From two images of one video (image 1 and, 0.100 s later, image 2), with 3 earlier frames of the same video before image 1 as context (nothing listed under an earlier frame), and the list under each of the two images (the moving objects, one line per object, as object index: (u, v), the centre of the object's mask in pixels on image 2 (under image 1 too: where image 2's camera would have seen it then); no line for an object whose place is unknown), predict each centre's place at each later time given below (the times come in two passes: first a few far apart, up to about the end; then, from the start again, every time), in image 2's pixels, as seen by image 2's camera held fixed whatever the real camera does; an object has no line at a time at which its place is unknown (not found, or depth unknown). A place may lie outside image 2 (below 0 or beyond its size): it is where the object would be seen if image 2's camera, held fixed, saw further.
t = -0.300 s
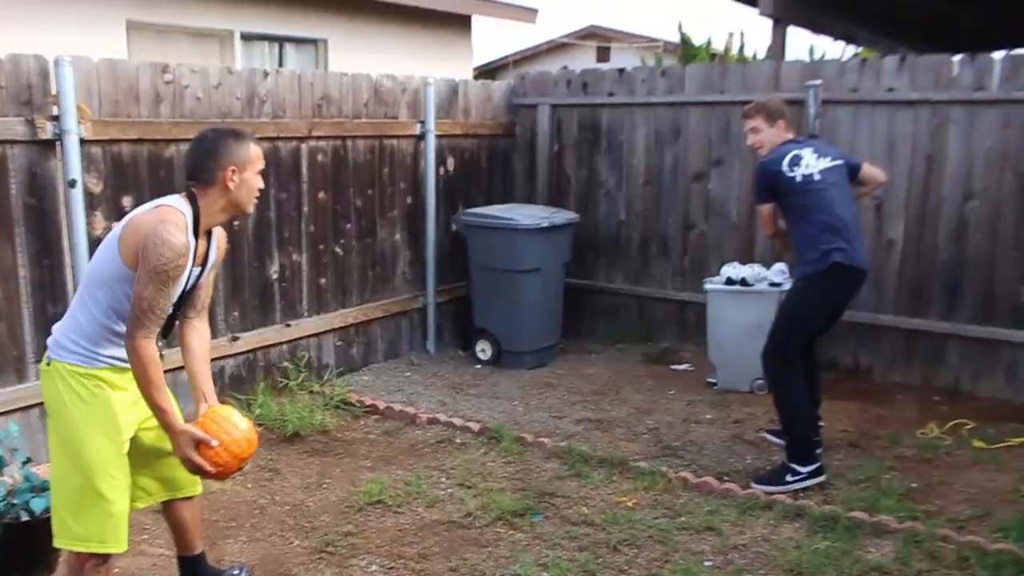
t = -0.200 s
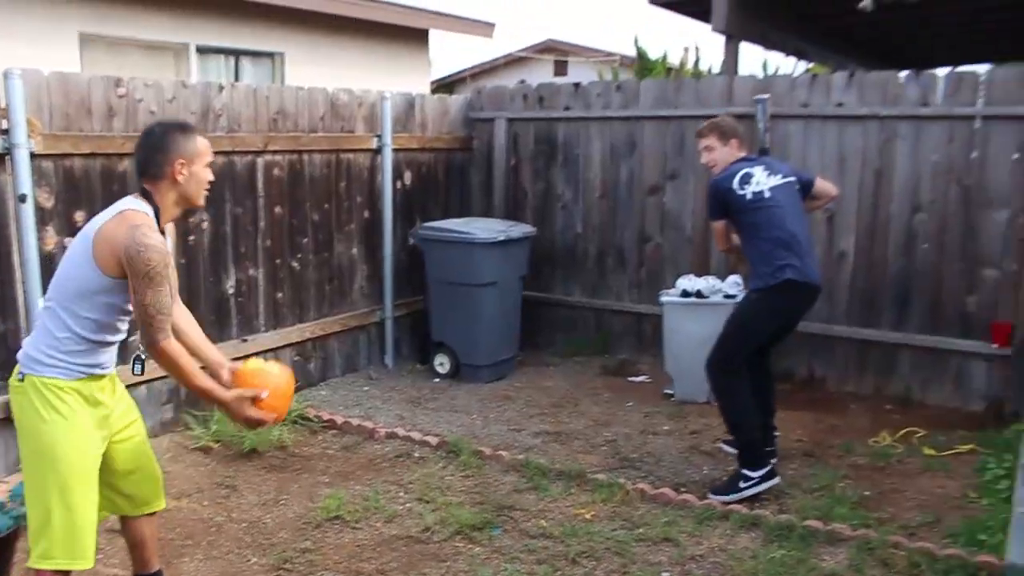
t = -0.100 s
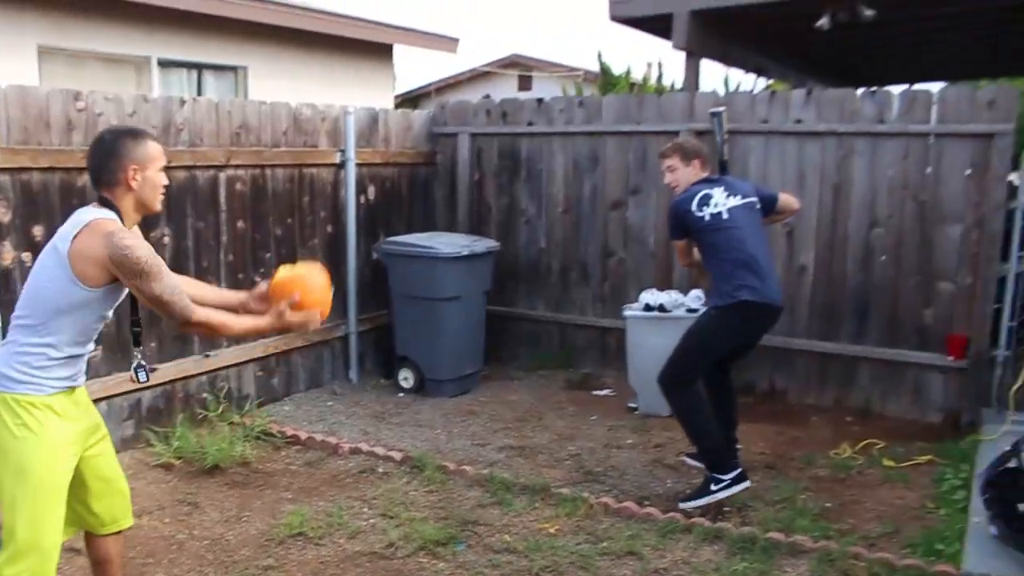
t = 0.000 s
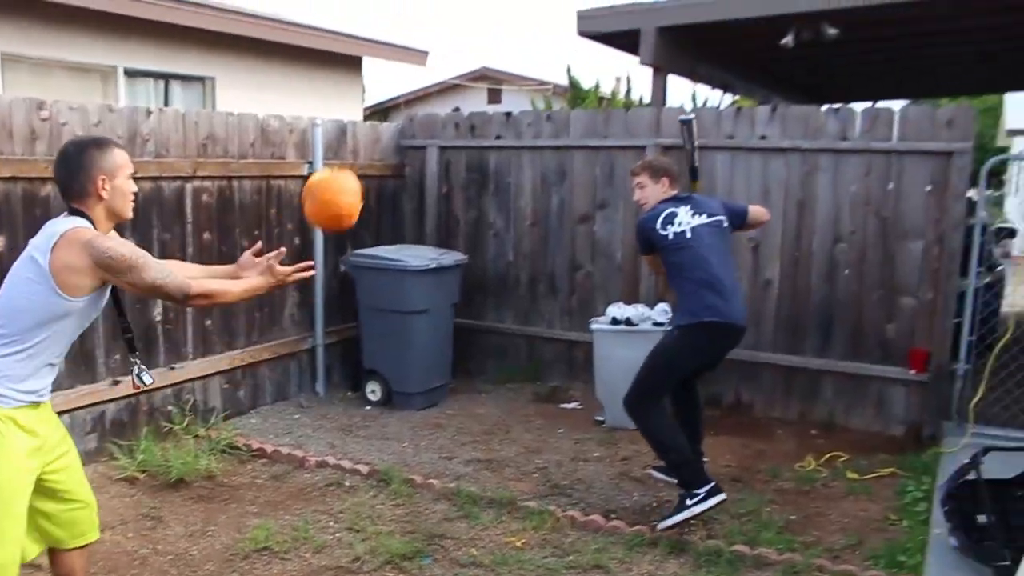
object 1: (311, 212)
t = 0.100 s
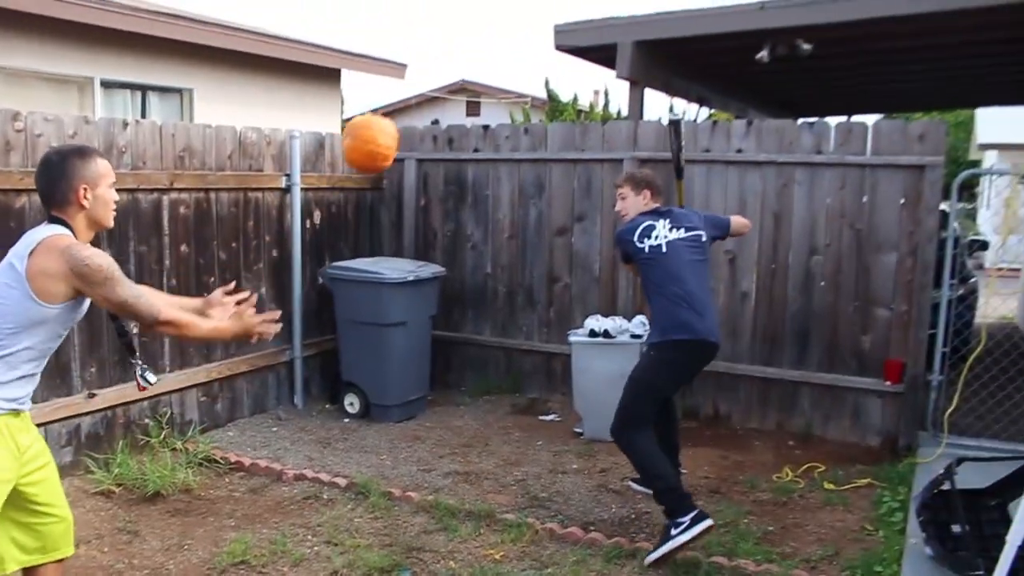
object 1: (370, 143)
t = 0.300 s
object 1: (468, 103)
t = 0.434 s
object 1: (523, 132)
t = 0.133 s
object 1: (388, 129)
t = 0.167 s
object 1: (405, 118)
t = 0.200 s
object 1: (422, 110)
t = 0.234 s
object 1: (438, 105)
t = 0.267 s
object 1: (453, 102)
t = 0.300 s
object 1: (468, 103)
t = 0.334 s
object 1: (482, 107)
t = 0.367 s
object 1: (496, 112)
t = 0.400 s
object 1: (510, 121)
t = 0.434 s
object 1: (523, 132)
